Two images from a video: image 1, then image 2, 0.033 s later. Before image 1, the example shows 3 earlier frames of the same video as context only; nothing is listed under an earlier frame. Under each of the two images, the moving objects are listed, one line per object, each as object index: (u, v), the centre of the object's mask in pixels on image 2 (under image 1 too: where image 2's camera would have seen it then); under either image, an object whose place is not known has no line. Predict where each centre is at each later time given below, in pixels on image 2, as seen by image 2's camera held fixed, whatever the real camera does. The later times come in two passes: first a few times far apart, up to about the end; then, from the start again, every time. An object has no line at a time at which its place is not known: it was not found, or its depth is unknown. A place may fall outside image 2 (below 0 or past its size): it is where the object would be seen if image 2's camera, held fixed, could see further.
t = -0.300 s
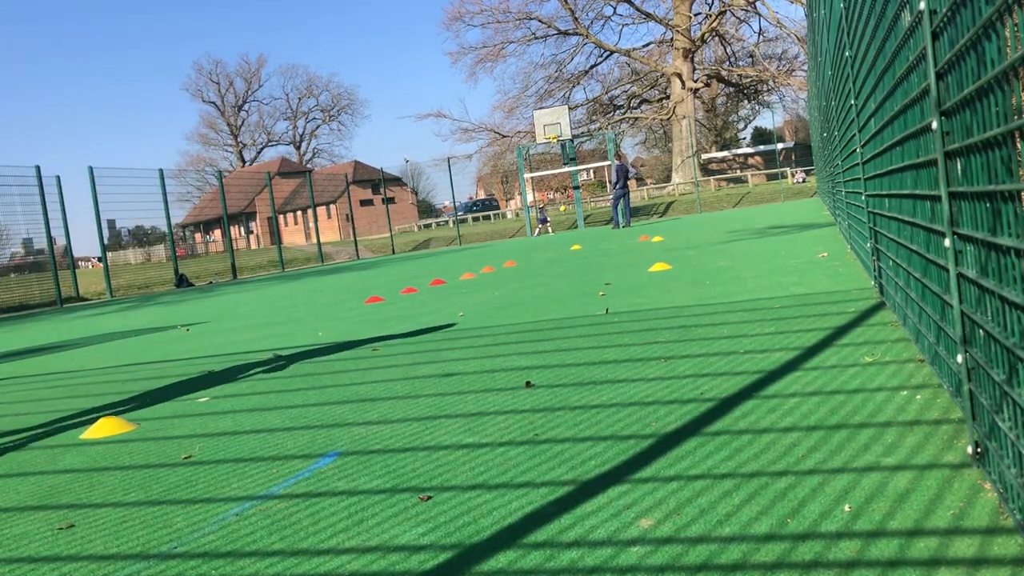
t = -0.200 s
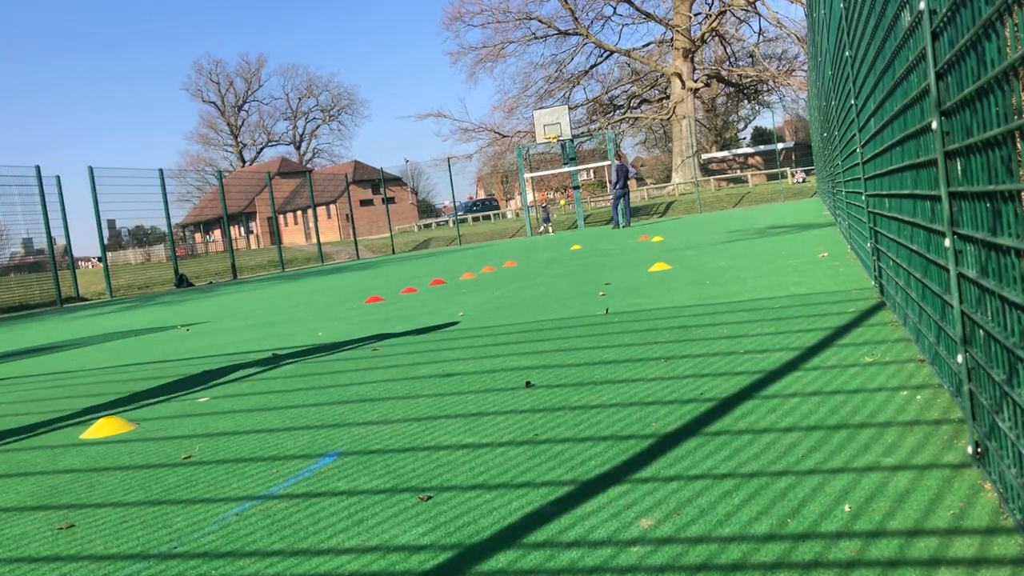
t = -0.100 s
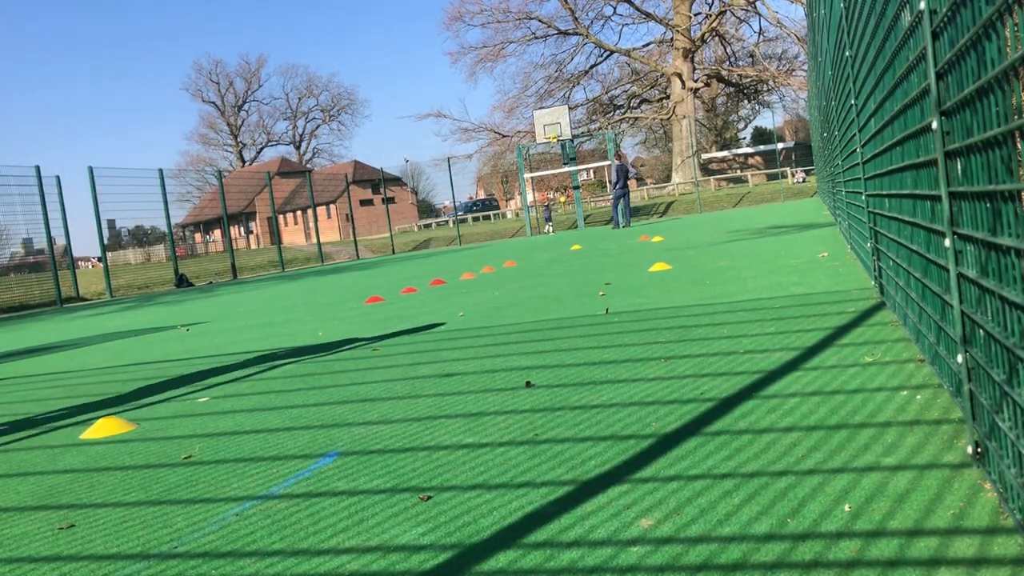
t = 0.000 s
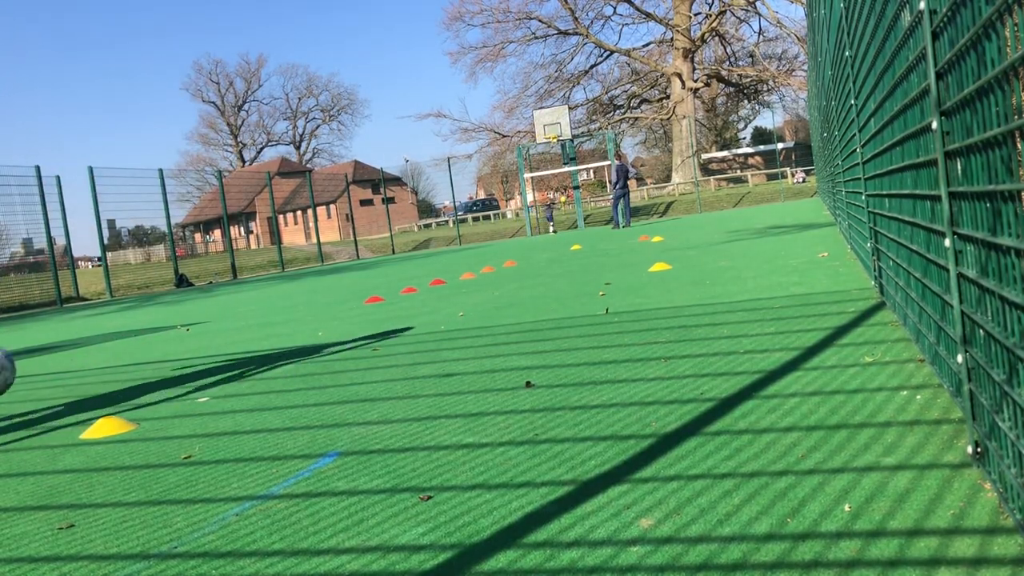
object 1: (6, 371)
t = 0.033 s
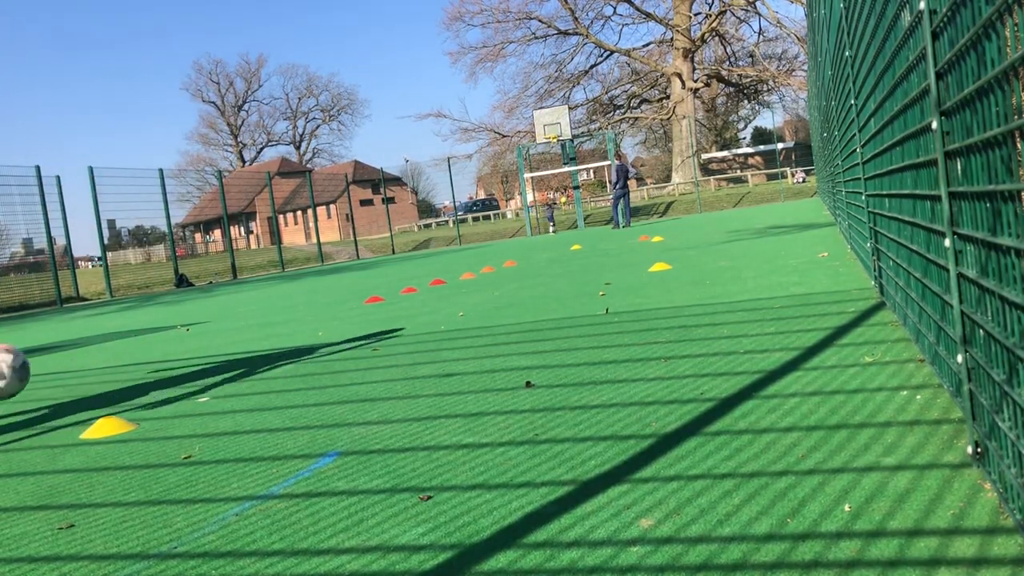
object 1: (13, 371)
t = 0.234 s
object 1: (74, 364)
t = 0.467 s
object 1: (147, 356)
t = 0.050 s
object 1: (16, 373)
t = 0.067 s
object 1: (19, 375)
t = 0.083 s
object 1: (23, 378)
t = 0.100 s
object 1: (28, 381)
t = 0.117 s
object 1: (35, 386)
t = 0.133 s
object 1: (42, 390)
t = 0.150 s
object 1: (48, 387)
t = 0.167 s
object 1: (53, 380)
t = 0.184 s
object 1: (58, 375)
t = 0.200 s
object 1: (64, 371)
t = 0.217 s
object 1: (69, 367)
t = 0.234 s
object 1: (74, 364)
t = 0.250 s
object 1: (79, 361)
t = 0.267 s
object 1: (84, 360)
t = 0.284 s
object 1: (90, 358)
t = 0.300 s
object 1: (95, 358)
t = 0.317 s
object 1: (101, 358)
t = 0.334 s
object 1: (106, 359)
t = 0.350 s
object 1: (112, 360)
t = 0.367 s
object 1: (117, 362)
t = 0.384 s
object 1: (123, 365)
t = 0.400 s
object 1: (129, 368)
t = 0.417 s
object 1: (134, 367)
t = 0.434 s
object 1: (138, 363)
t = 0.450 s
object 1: (142, 359)
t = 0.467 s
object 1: (147, 356)
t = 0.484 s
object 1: (151, 354)
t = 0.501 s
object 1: (155, 352)
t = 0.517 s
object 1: (160, 350)
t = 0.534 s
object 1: (165, 350)
